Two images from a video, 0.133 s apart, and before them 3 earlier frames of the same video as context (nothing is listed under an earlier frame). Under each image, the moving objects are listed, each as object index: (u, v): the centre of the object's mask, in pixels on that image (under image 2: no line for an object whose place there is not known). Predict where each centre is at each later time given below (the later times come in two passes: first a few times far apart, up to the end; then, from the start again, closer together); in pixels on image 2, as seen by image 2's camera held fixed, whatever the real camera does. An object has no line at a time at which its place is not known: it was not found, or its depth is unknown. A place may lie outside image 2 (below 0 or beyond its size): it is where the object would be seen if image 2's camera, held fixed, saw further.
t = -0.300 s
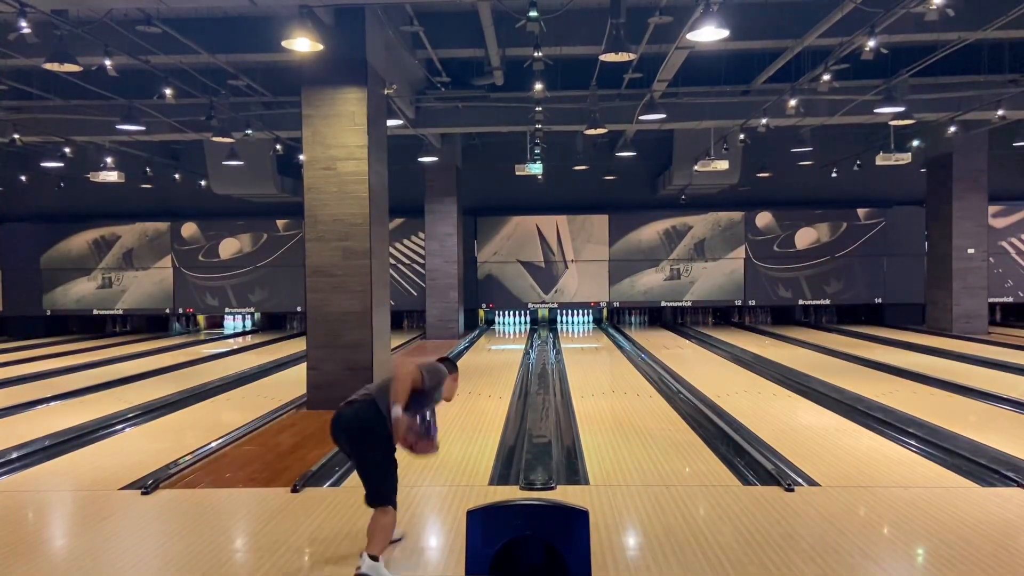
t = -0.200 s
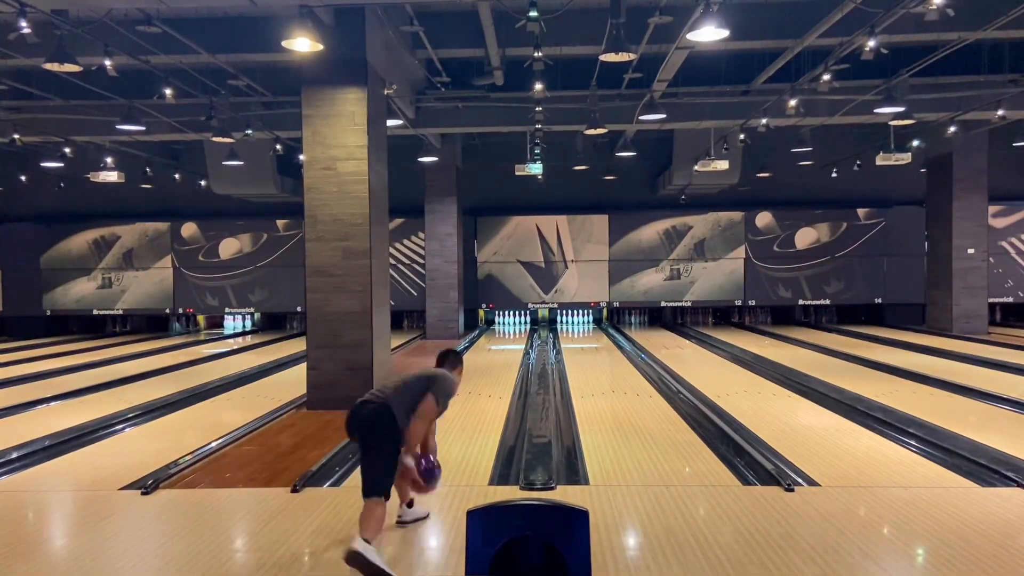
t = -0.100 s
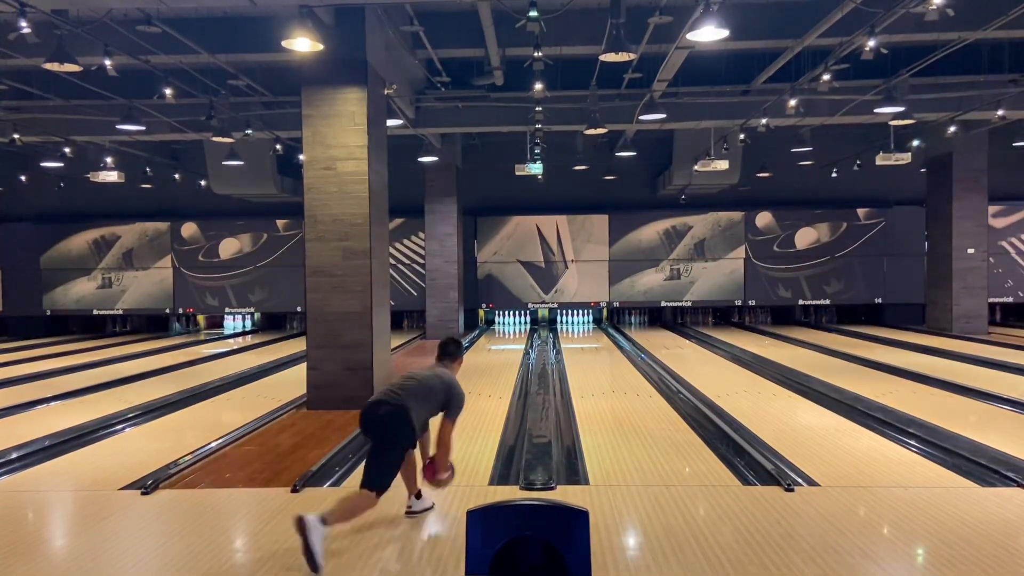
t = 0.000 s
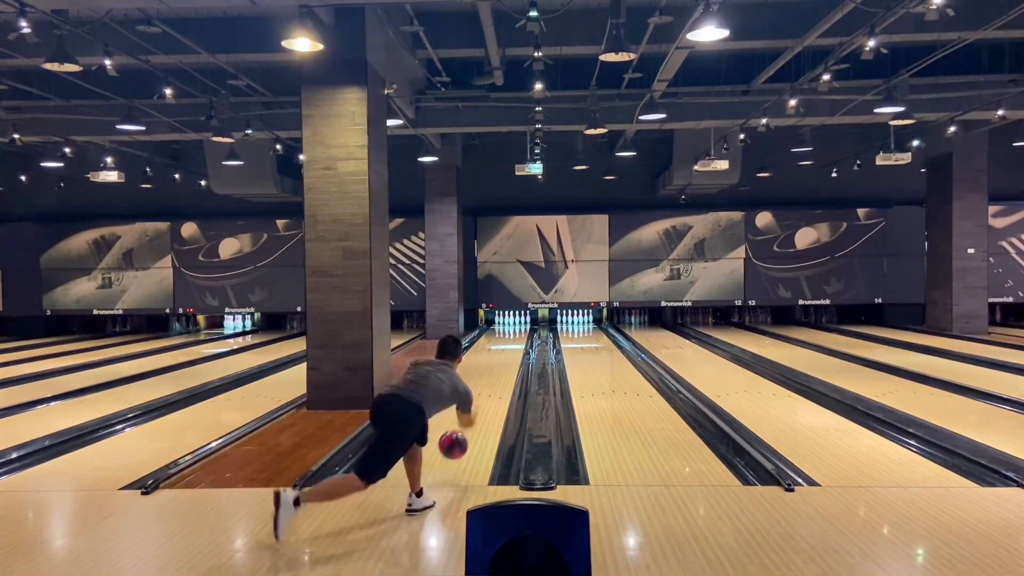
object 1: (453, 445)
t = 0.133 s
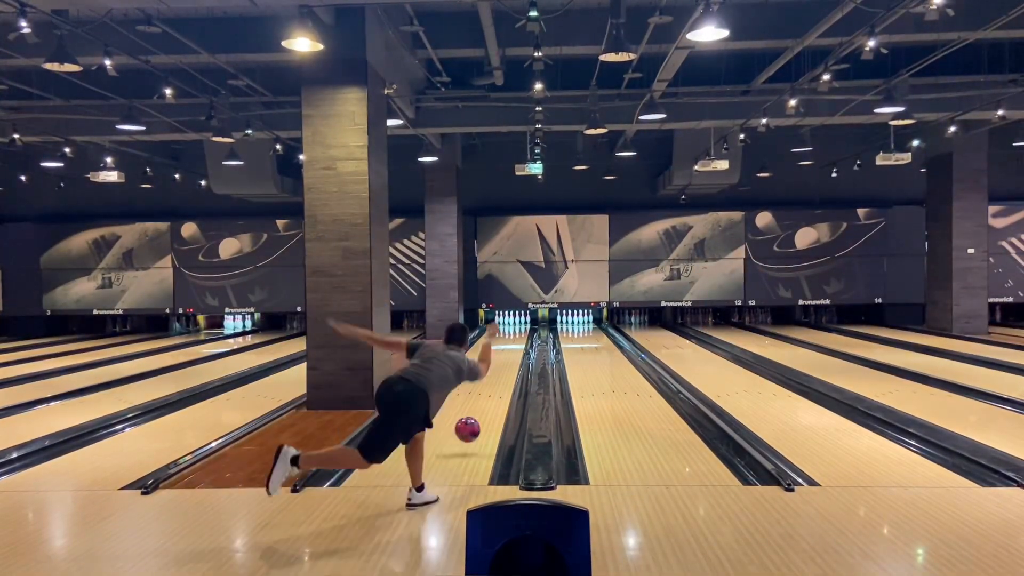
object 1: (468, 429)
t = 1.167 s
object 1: (512, 355)
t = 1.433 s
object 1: (516, 345)
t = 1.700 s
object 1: (518, 338)
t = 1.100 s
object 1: (510, 358)
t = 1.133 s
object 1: (511, 356)
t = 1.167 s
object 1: (512, 355)
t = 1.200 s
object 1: (512, 353)
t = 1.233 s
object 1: (513, 352)
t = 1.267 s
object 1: (513, 351)
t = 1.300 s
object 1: (514, 350)
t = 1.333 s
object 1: (515, 348)
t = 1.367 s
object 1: (515, 347)
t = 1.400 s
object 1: (515, 346)
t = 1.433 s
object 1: (516, 345)
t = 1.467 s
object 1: (516, 344)
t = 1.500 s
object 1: (517, 343)
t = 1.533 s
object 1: (517, 342)
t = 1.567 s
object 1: (517, 341)
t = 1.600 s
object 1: (517, 340)
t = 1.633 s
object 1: (518, 339)
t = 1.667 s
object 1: (518, 338)
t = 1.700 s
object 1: (518, 338)
